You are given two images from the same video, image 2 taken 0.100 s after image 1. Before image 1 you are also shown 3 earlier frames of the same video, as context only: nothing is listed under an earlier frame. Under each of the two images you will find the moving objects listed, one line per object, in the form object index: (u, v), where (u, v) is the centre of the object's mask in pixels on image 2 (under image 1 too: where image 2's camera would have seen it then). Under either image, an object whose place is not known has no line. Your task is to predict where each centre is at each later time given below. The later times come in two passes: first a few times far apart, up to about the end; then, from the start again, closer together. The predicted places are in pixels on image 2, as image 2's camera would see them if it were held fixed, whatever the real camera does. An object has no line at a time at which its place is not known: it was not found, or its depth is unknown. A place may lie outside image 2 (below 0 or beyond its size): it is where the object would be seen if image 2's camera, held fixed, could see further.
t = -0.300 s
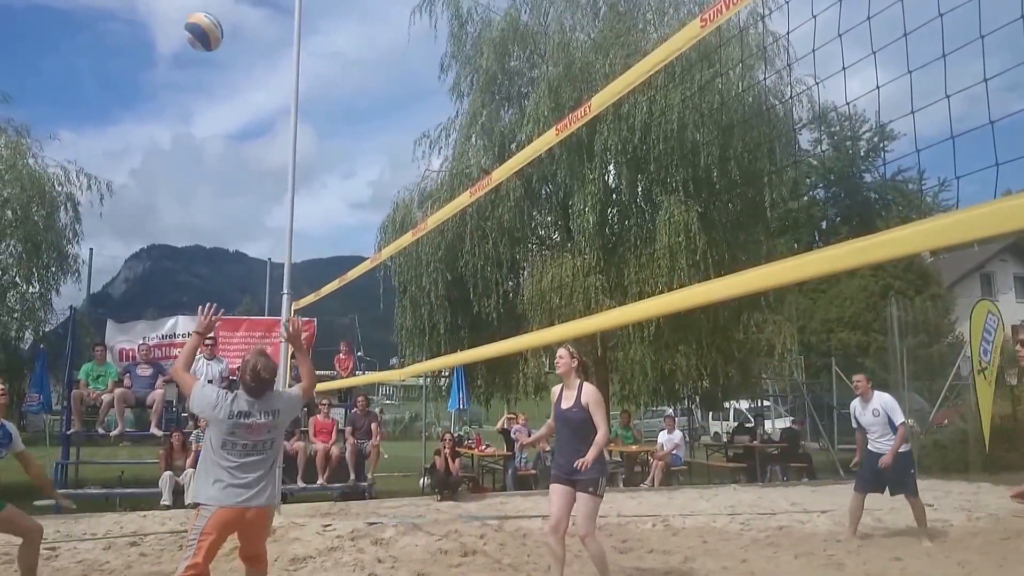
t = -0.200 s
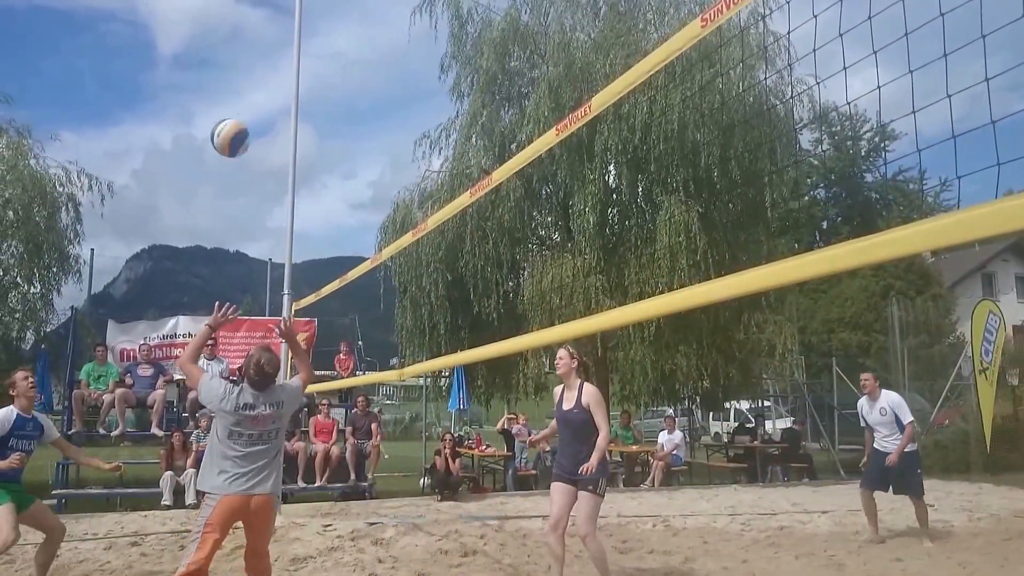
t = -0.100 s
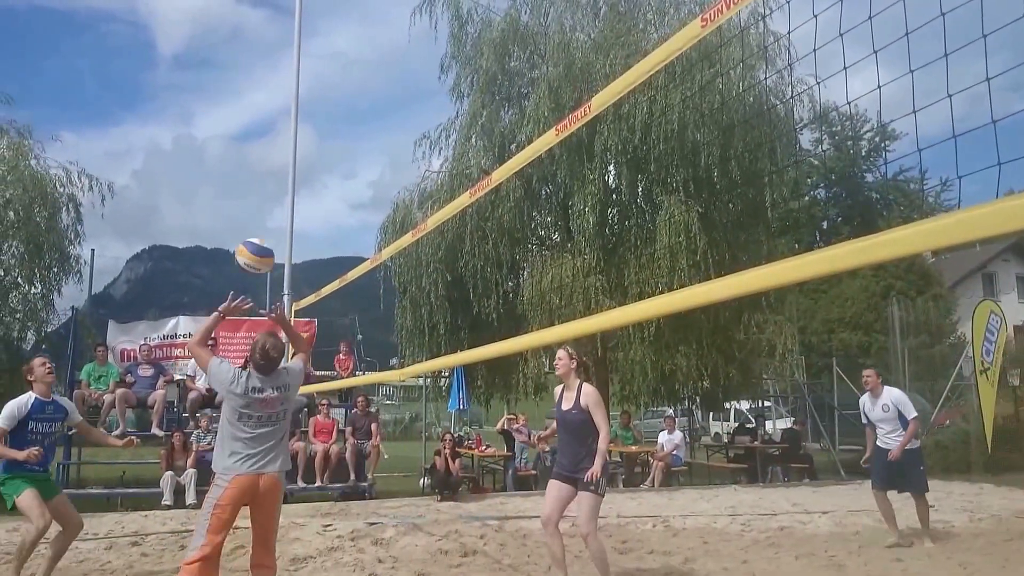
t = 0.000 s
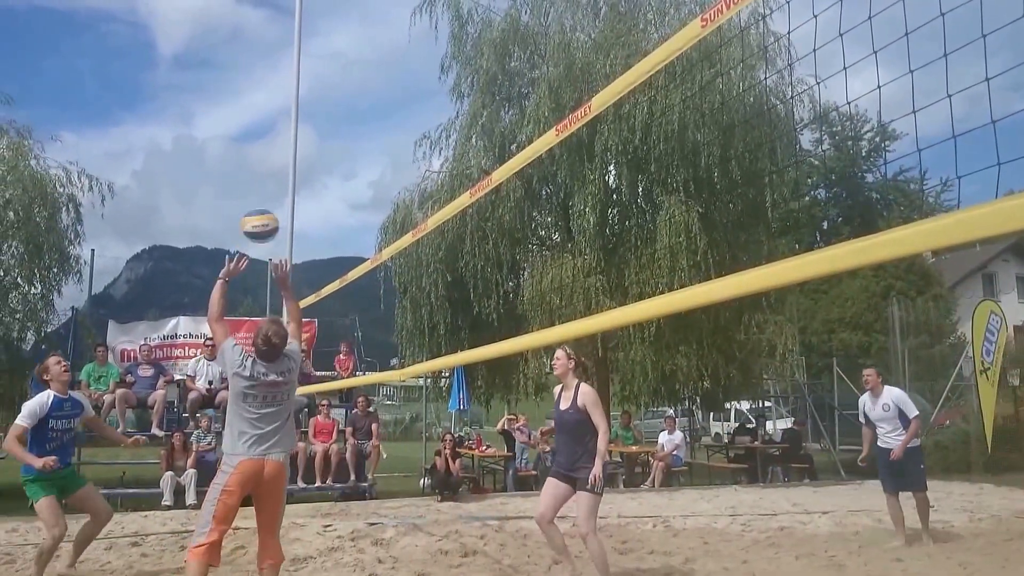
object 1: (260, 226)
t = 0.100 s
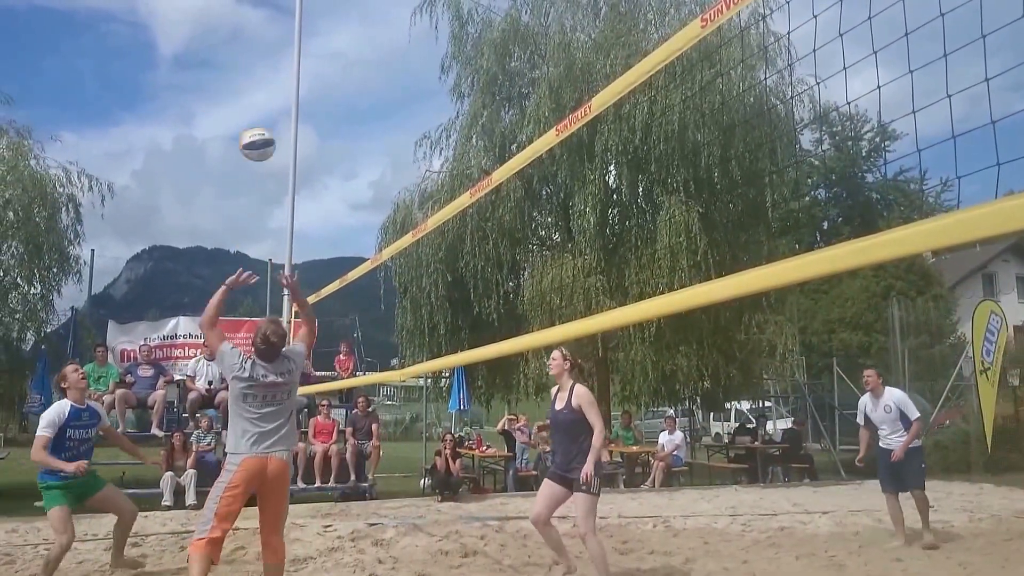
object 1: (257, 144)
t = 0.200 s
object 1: (254, 83)
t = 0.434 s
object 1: (243, 13)
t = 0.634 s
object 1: (235, 11)
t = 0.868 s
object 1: (222, 63)
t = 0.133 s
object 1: (256, 123)
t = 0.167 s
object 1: (255, 102)
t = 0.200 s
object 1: (254, 83)
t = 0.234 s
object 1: (252, 67)
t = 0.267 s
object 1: (251, 53)
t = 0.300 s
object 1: (250, 41)
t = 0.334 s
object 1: (248, 31)
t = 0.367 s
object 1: (247, 23)
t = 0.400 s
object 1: (245, 16)
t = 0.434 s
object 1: (243, 13)
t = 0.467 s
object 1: (242, 10)
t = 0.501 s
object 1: (240, 10)
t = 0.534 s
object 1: (238, 9)
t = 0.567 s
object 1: (237, 10)
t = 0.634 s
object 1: (235, 11)
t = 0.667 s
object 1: (234, 14)
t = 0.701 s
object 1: (232, 18)
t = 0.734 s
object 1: (230, 24)
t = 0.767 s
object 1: (228, 33)
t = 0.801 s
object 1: (226, 41)
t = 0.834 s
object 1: (224, 51)
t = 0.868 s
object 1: (222, 63)
